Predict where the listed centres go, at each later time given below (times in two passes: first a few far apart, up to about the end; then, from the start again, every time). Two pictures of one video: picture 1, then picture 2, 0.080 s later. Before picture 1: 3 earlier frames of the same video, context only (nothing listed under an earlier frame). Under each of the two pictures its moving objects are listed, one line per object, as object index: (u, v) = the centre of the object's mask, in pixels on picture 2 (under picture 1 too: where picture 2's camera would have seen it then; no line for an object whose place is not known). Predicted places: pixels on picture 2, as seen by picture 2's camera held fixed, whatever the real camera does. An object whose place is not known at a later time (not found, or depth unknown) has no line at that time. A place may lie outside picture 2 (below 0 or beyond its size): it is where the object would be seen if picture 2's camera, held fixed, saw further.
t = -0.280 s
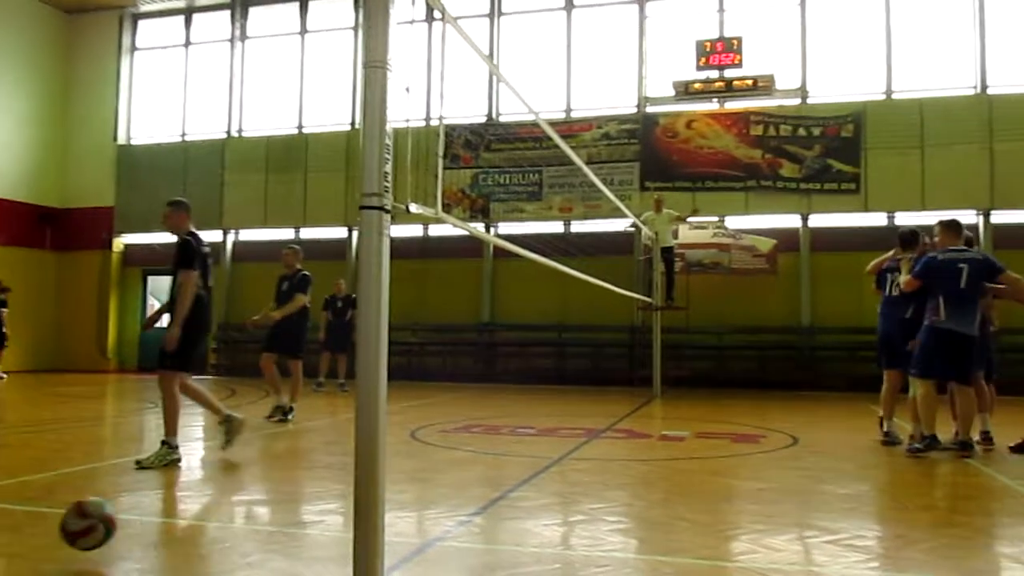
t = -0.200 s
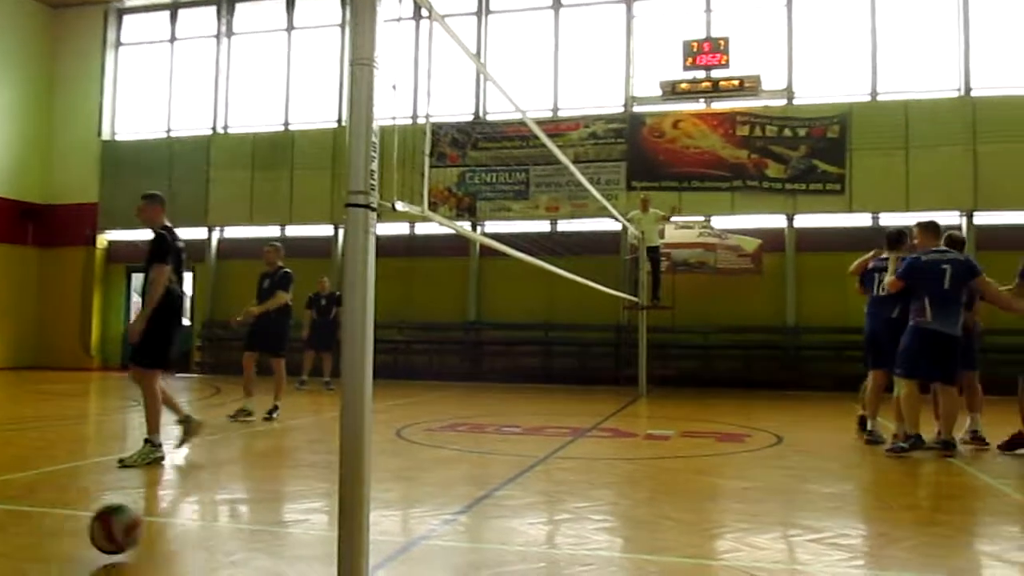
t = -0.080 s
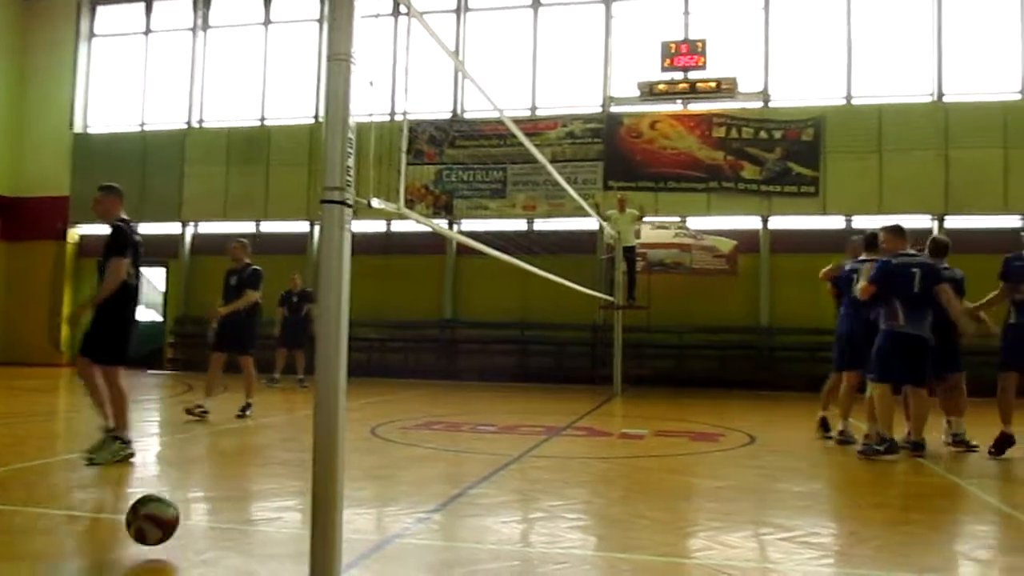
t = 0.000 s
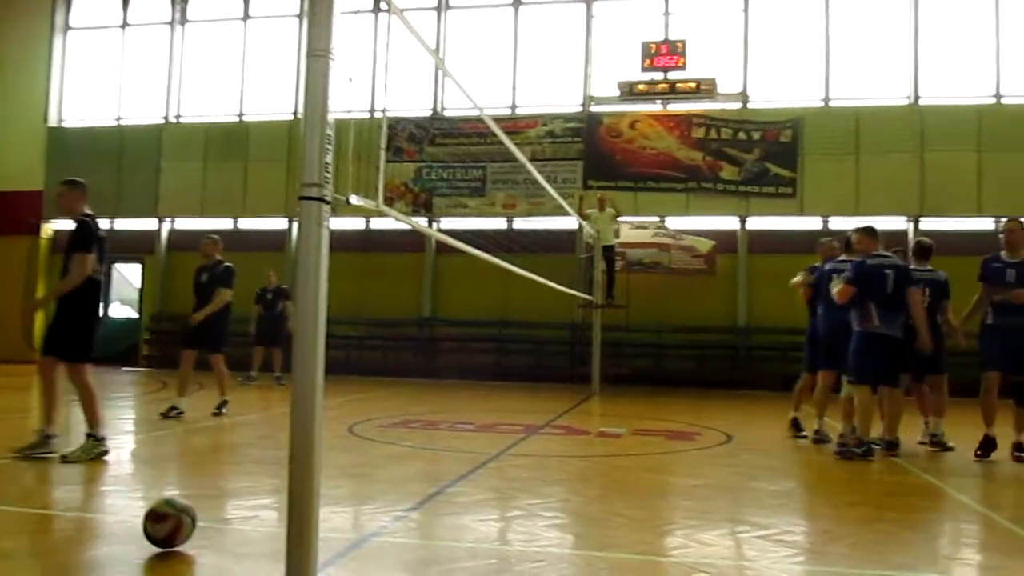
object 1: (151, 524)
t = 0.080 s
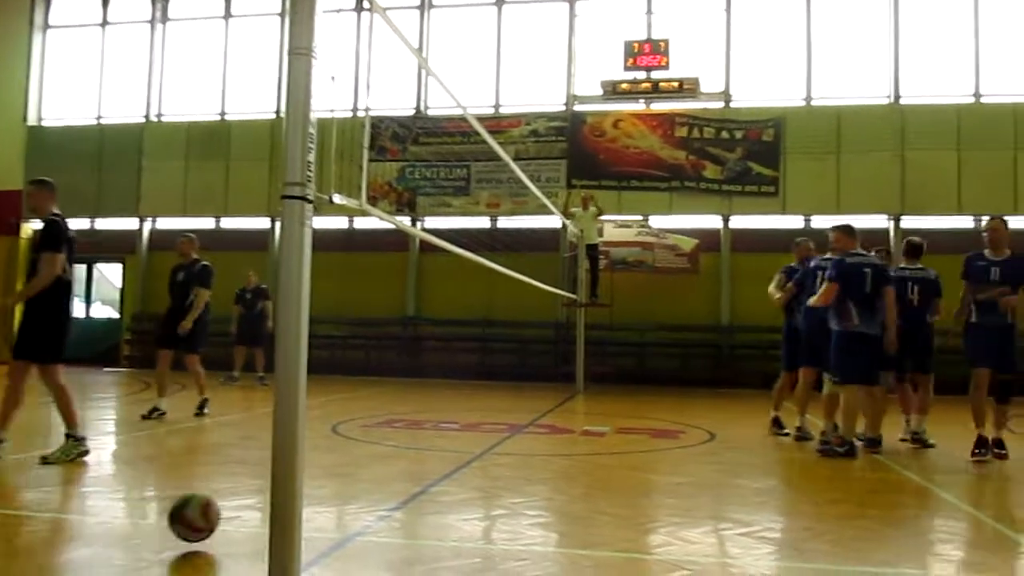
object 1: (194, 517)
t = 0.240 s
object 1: (261, 513)
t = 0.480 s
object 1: (386, 511)
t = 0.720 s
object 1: (485, 505)
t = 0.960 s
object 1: (573, 499)
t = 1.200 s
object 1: (653, 496)
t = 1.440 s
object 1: (725, 491)
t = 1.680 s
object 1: (790, 487)
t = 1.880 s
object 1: (840, 483)
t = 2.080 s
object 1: (885, 480)
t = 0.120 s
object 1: (215, 517)
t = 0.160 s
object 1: (235, 520)
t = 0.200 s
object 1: (251, 517)
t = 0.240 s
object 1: (261, 513)
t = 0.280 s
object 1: (309, 512)
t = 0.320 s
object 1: (318, 517)
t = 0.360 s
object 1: (332, 512)
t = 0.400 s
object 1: (350, 511)
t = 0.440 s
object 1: (369, 513)
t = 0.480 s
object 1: (386, 511)
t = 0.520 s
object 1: (404, 508)
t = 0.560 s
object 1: (420, 509)
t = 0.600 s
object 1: (437, 508)
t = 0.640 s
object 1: (453, 505)
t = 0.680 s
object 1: (469, 506)
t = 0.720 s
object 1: (485, 505)
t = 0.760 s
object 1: (501, 503)
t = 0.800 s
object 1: (515, 502)
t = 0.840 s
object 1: (530, 502)
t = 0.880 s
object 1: (545, 500)
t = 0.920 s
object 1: (559, 501)
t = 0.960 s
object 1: (573, 499)
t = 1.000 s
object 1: (587, 499)
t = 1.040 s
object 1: (600, 499)
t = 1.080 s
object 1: (613, 497)
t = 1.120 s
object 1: (627, 499)
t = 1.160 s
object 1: (640, 496)
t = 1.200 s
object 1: (653, 496)
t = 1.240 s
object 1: (665, 496)
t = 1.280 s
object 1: (677, 494)
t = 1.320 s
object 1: (690, 493)
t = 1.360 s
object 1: (701, 494)
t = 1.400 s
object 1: (712, 493)
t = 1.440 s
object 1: (725, 491)
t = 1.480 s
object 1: (736, 491)
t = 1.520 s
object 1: (747, 489)
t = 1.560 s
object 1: (759, 489)
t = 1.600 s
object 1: (770, 488)
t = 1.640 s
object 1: (779, 487)
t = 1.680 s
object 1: (790, 487)
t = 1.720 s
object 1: (800, 487)
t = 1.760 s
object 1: (810, 486)
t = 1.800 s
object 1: (820, 485)
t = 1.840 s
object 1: (830, 485)
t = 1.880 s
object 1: (840, 483)
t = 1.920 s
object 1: (849, 483)
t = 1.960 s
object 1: (858, 482)
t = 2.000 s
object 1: (868, 481)
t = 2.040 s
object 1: (876, 482)
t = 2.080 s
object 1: (885, 480)
